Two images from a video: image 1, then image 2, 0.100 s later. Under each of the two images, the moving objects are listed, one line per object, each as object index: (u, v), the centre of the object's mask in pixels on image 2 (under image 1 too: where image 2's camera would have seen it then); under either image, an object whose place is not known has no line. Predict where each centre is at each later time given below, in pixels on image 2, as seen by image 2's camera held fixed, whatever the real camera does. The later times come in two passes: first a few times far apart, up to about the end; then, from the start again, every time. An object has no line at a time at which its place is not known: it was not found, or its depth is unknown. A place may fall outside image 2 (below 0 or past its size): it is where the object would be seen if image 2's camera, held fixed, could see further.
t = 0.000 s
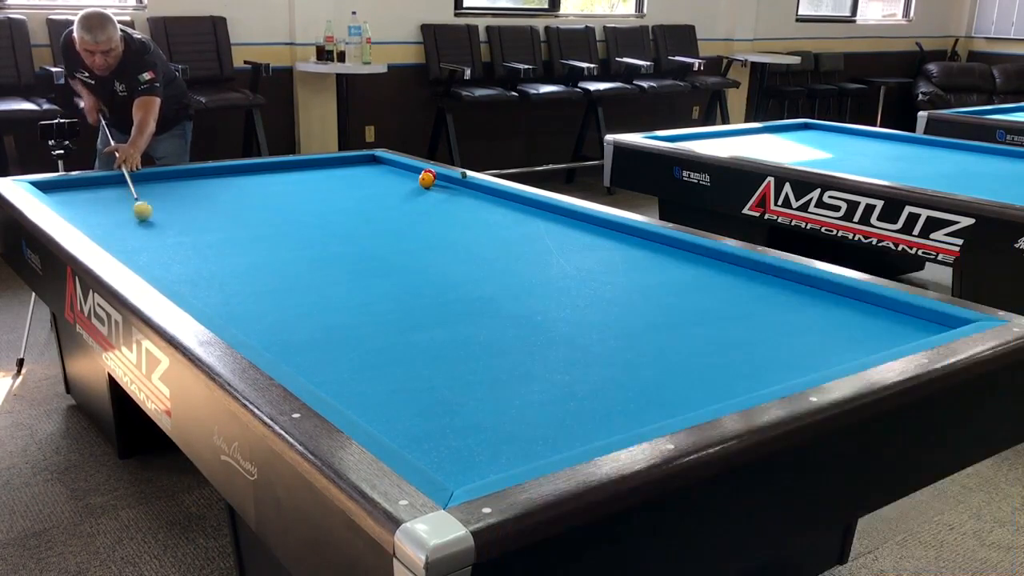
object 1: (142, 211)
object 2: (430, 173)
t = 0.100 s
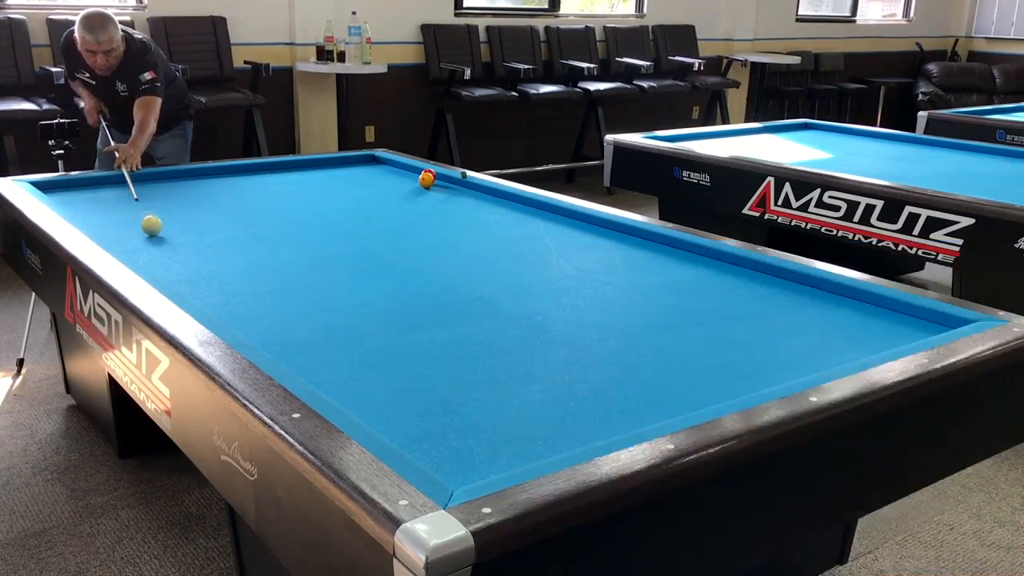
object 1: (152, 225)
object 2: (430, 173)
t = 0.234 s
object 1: (166, 246)
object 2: (430, 173)
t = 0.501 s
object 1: (206, 296)
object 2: (430, 173)
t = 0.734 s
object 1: (303, 353)
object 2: (430, 173)
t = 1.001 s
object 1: (472, 444)
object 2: (430, 173)
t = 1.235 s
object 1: (484, 388)
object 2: (430, 173)
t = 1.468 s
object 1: (473, 332)
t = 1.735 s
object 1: (472, 290)
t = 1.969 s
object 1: (470, 261)
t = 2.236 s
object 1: (468, 234)
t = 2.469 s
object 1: (467, 215)
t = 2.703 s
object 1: (466, 199)
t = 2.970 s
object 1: (464, 183)
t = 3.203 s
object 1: (440, 179)
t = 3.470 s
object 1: (440, 177)
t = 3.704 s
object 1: (435, 176)
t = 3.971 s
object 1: (428, 174)
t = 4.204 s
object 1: (423, 173)
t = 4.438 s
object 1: (418, 172)
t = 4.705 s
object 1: (413, 171)
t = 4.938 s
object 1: (409, 171)
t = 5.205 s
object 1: (406, 170)
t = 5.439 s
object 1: (403, 170)
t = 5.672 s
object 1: (401, 169)
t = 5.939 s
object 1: (399, 169)
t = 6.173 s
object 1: (397, 168)
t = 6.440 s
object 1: (396, 168)
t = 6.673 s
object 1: (396, 168)
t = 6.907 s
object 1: (396, 168)
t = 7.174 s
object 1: (396, 168)
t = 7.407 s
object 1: (396, 168)
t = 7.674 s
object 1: (396, 168)
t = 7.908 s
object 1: (396, 168)
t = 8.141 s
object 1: (396, 168)
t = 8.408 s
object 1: (396, 168)
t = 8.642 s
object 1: (396, 168)
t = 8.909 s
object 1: (396, 168)
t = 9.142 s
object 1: (396, 168)
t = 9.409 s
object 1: (396, 168)
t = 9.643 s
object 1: (396, 168)
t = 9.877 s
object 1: (396, 168)
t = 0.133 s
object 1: (155, 230)
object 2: (430, 173)
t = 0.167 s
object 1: (159, 235)
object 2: (430, 173)
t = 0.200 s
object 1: (162, 241)
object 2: (430, 173)
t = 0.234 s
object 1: (166, 246)
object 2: (430, 173)
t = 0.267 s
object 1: (170, 251)
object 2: (430, 173)
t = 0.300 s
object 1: (175, 257)
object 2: (430, 173)
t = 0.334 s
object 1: (180, 263)
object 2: (430, 173)
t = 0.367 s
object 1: (184, 269)
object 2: (430, 173)
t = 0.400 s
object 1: (189, 276)
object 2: (430, 173)
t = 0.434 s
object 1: (194, 283)
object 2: (430, 173)
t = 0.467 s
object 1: (199, 290)
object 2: (430, 173)
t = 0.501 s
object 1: (206, 296)
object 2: (430, 173)
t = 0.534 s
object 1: (212, 304)
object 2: (430, 173)
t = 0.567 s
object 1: (226, 311)
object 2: (430, 173)
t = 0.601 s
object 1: (240, 320)
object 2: (430, 173)
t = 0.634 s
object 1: (255, 328)
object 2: (430, 173)
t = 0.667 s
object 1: (270, 336)
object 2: (430, 173)
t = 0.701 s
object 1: (286, 345)
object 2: (430, 173)
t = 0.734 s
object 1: (303, 353)
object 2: (430, 173)
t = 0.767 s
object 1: (321, 363)
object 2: (430, 173)
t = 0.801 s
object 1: (339, 373)
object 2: (430, 173)
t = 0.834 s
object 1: (359, 383)
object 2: (430, 173)
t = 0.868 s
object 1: (379, 394)
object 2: (430, 173)
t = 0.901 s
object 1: (401, 405)
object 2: (430, 173)
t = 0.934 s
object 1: (423, 417)
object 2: (430, 173)
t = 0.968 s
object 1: (447, 430)
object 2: (430, 173)
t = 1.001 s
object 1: (472, 444)
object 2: (430, 173)
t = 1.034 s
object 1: (498, 456)
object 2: (430, 173)
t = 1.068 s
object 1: (509, 454)
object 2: (430, 173)
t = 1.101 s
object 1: (503, 440)
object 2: (430, 173)
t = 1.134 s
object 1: (497, 425)
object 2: (430, 173)
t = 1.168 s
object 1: (492, 412)
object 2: (430, 173)
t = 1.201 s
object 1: (488, 400)
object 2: (430, 173)
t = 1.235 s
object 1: (484, 388)
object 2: (430, 173)
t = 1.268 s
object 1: (481, 378)
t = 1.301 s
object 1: (479, 369)
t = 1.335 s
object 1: (477, 360)
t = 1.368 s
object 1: (475, 352)
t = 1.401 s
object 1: (474, 345)
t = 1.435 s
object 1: (474, 338)
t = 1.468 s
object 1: (473, 332)
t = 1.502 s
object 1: (473, 326)
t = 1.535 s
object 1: (473, 321)
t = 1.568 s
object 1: (473, 315)
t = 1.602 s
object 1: (472, 310)
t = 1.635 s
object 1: (472, 305)
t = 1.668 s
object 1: (472, 299)
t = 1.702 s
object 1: (472, 295)
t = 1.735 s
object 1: (472, 290)
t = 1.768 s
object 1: (471, 285)
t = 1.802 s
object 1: (471, 281)
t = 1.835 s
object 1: (471, 276)
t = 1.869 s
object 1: (470, 272)
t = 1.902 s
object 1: (470, 269)
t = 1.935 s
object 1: (470, 265)
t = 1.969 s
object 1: (470, 261)
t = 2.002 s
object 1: (470, 257)
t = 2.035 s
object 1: (469, 254)
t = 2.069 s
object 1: (469, 250)
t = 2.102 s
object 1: (469, 247)
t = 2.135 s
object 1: (469, 243)
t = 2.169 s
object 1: (468, 241)
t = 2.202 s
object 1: (468, 237)
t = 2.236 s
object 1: (468, 234)
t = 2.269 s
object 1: (468, 231)
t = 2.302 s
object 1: (468, 228)
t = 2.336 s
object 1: (467, 226)
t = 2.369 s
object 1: (467, 223)
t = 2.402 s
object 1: (467, 220)
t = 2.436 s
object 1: (467, 218)
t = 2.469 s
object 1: (467, 215)
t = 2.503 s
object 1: (467, 213)
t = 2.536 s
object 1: (467, 210)
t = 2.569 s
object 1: (466, 208)
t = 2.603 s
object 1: (466, 206)
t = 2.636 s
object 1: (466, 203)
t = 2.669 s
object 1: (466, 201)
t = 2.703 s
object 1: (466, 199)
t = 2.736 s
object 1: (466, 197)
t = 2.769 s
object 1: (466, 195)
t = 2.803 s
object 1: (466, 193)
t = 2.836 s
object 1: (466, 191)
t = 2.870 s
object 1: (466, 189)
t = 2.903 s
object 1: (465, 187)
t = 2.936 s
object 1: (465, 185)
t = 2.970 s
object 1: (464, 183)
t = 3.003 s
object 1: (457, 183)
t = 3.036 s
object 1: (449, 182)
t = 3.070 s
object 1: (443, 181)
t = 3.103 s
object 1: (442, 181)
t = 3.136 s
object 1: (441, 180)
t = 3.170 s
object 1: (441, 180)
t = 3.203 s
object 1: (440, 179)
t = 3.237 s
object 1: (439, 178)
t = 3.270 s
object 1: (439, 178)
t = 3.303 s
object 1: (439, 178)
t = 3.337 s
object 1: (439, 178)
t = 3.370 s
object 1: (439, 177)
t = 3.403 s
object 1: (439, 177)
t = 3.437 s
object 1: (439, 177)
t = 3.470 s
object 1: (440, 177)
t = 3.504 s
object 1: (439, 177)
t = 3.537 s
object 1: (439, 176)
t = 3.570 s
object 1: (438, 176)
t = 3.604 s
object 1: (437, 176)
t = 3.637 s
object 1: (436, 176)
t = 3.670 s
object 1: (435, 176)
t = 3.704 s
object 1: (435, 176)
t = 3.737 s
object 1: (433, 175)
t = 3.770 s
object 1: (433, 175)
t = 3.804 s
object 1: (432, 175)
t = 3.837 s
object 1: (431, 175)
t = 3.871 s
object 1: (430, 175)
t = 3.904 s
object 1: (430, 175)
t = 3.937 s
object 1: (429, 174)
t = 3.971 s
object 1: (428, 174)
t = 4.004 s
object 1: (427, 174)
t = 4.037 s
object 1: (426, 174)
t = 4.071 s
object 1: (426, 174)
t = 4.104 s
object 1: (425, 174)
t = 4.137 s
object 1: (424, 174)
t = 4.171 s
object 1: (423, 173)
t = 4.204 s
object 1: (423, 173)
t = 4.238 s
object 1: (422, 173)
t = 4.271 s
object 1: (421, 173)
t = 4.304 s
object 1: (420, 173)
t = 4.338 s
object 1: (420, 173)
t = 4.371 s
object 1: (419, 173)
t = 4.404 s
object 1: (419, 172)
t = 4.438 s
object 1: (418, 172)
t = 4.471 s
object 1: (417, 172)
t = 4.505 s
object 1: (417, 172)
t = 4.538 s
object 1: (416, 172)
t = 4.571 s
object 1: (415, 172)
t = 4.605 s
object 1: (415, 172)
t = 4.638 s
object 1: (414, 172)
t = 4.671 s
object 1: (414, 172)
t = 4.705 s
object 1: (413, 171)
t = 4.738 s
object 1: (412, 172)
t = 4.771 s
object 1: (412, 171)
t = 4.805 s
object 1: (411, 171)
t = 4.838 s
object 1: (411, 171)
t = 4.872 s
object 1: (410, 171)
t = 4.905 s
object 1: (410, 171)
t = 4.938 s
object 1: (409, 171)
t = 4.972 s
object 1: (409, 171)
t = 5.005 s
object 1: (408, 171)
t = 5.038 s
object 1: (408, 171)
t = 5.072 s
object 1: (407, 171)
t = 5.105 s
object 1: (407, 170)
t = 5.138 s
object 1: (406, 170)
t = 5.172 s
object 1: (406, 170)
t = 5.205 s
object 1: (406, 170)
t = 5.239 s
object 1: (405, 170)
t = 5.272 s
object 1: (405, 170)
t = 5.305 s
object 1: (404, 170)
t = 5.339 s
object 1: (404, 170)
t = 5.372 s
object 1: (404, 170)
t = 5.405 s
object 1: (404, 170)
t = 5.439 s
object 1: (403, 170)
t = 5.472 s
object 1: (403, 170)
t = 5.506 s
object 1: (402, 170)
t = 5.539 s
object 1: (402, 170)
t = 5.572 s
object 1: (402, 169)
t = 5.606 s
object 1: (402, 169)
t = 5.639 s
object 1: (401, 169)
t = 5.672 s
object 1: (401, 169)
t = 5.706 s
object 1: (401, 169)
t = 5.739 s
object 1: (400, 169)
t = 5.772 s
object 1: (400, 169)
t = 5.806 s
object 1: (400, 169)
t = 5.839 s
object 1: (399, 169)
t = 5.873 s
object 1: (399, 169)
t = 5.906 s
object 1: (399, 169)
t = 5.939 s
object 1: (399, 169)
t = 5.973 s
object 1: (399, 169)
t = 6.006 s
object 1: (398, 169)
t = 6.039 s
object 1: (398, 169)
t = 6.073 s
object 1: (398, 168)
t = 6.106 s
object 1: (398, 168)
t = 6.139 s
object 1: (397, 168)
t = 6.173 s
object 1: (397, 168)
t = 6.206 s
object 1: (397, 168)
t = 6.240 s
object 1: (397, 168)
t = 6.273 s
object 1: (397, 168)
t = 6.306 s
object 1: (397, 168)
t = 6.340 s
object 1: (397, 168)
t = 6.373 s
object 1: (397, 168)
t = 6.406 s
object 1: (396, 168)
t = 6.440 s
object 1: (396, 168)
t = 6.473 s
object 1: (396, 168)
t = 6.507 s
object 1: (396, 168)
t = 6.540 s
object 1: (396, 168)
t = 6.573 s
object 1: (396, 168)
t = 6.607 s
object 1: (396, 168)
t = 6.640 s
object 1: (396, 168)
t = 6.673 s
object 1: (396, 168)
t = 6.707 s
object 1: (396, 168)
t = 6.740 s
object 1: (396, 168)
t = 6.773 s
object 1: (396, 168)
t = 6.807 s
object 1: (396, 168)
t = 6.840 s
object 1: (396, 168)
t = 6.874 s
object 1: (396, 168)
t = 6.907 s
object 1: (396, 168)
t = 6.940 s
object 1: (396, 168)
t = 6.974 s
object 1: (396, 168)
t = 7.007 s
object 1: (395, 168)
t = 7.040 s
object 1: (396, 168)
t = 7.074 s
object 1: (395, 168)
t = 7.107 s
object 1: (396, 168)
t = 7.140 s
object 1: (396, 168)
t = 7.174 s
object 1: (396, 168)
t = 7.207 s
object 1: (396, 168)
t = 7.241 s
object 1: (396, 168)
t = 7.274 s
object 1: (396, 168)
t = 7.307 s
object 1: (396, 168)
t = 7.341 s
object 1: (396, 168)
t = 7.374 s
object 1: (396, 168)
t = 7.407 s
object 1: (396, 168)
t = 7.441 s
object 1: (396, 168)
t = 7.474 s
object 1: (396, 168)
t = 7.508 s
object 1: (396, 168)
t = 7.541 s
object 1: (396, 168)
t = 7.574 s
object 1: (396, 168)
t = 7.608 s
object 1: (396, 168)
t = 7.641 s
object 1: (396, 168)
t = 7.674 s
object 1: (396, 168)
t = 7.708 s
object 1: (396, 168)
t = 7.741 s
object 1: (396, 168)
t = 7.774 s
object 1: (396, 168)
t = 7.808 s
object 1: (396, 168)
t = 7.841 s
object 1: (396, 168)
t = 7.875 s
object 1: (396, 168)
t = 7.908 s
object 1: (396, 168)
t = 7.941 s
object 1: (396, 168)
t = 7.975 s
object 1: (396, 168)
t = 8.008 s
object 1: (396, 168)
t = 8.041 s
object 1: (396, 168)
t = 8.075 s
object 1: (396, 168)
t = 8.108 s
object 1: (396, 168)
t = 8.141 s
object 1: (396, 168)
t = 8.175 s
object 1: (396, 168)
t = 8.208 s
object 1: (396, 168)
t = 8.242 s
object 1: (396, 168)
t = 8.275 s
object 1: (396, 168)
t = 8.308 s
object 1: (396, 168)
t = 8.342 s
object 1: (396, 168)
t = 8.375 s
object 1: (396, 168)
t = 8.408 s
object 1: (396, 168)
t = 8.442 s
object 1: (396, 168)
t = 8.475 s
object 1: (396, 168)
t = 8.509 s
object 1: (396, 168)
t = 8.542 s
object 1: (396, 168)
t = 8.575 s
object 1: (396, 168)
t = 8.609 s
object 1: (396, 168)
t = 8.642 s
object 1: (396, 168)
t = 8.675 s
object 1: (396, 168)
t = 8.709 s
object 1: (396, 168)
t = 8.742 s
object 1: (396, 168)
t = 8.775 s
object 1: (396, 168)
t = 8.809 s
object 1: (396, 168)
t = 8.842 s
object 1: (396, 168)
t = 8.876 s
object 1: (396, 168)
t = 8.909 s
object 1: (396, 168)
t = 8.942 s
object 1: (396, 168)
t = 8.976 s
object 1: (396, 168)
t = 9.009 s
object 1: (396, 168)
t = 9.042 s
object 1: (396, 168)
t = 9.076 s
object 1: (396, 168)
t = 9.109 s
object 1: (396, 168)
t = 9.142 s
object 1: (396, 168)
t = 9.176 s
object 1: (396, 168)
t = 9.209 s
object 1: (396, 168)
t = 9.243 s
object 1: (396, 168)
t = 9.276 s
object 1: (396, 168)
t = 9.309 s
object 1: (396, 168)
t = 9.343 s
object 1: (396, 168)
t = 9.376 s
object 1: (396, 168)
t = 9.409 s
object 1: (396, 168)
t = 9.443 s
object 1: (396, 168)
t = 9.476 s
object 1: (396, 168)
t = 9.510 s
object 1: (396, 168)
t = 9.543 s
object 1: (396, 168)
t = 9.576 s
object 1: (396, 168)
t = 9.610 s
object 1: (396, 168)
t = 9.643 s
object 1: (396, 168)
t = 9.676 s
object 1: (396, 168)
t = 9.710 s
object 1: (396, 168)
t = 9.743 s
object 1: (396, 168)
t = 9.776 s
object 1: (396, 168)
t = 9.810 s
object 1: (396, 168)
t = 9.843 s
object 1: (396, 168)
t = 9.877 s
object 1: (396, 168)
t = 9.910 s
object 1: (396, 168)
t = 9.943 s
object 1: (396, 168)
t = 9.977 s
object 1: (396, 168)
